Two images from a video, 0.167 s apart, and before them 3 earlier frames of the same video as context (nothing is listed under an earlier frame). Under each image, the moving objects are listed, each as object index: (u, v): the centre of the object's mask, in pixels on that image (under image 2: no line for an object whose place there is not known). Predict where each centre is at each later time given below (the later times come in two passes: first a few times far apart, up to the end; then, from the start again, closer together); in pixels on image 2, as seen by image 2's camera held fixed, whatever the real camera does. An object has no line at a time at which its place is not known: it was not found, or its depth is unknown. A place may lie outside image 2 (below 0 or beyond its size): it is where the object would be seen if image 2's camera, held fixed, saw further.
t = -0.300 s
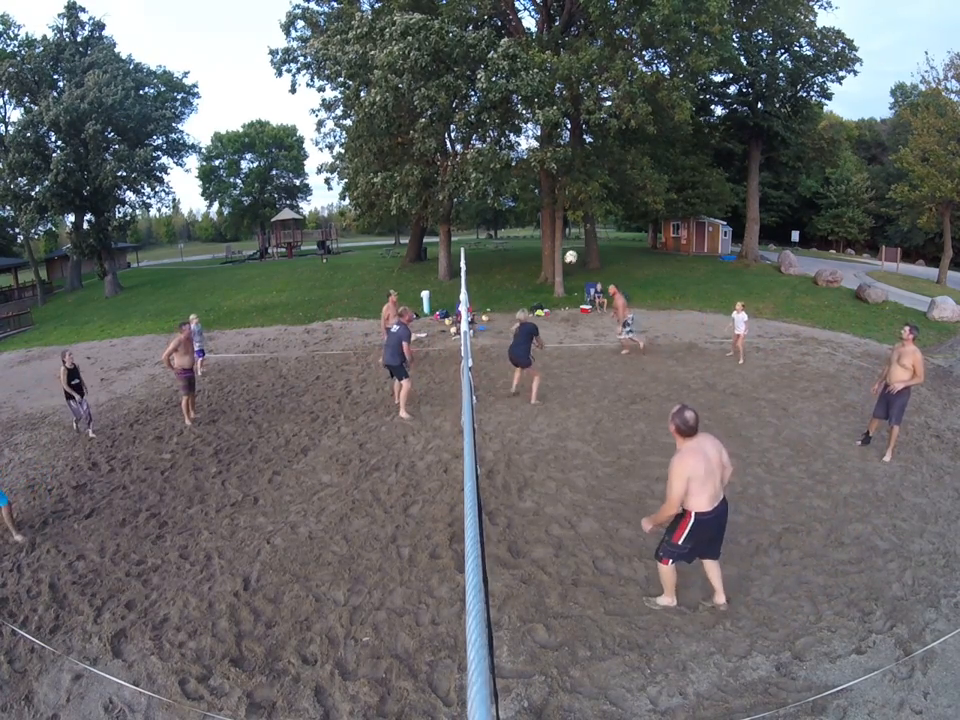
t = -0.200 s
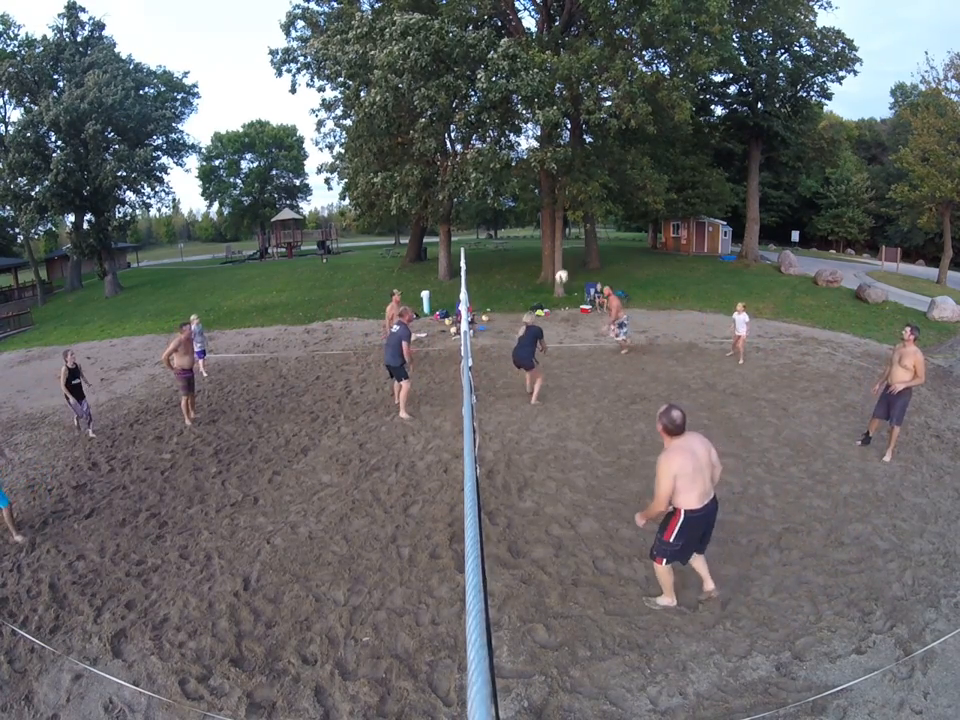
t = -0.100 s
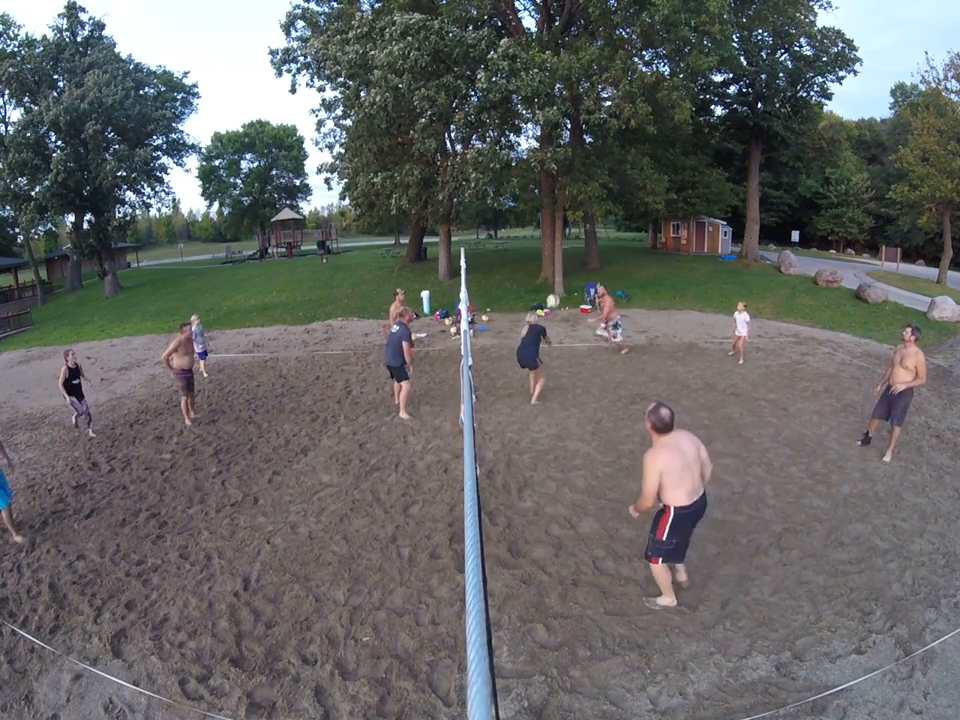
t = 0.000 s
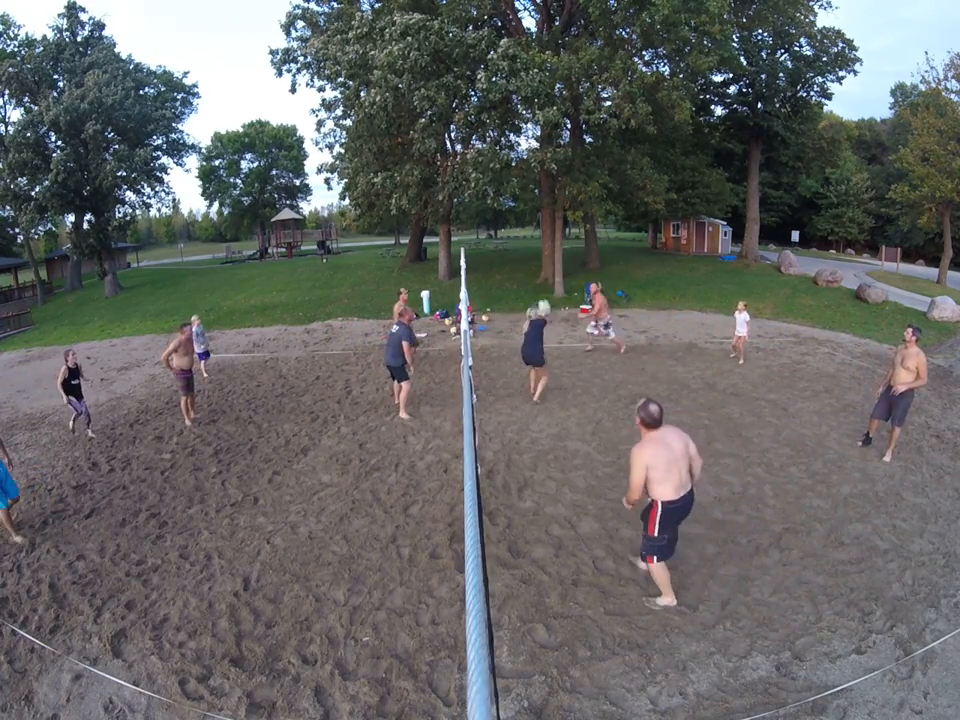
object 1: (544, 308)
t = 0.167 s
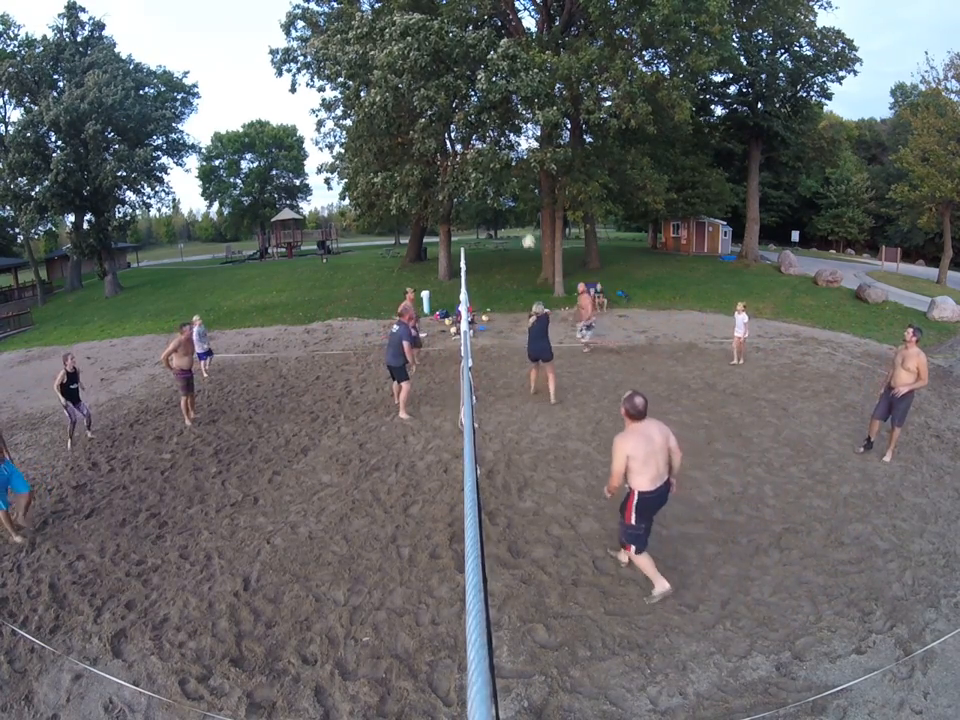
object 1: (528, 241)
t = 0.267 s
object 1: (519, 210)
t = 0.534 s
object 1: (494, 158)
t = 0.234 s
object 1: (522, 220)
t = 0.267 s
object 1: (519, 210)
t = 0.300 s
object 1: (516, 202)
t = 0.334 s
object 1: (512, 193)
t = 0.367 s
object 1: (509, 185)
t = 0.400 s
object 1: (506, 178)
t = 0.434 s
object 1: (503, 172)
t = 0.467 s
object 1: (500, 167)
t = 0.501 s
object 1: (497, 162)
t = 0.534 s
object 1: (494, 158)
